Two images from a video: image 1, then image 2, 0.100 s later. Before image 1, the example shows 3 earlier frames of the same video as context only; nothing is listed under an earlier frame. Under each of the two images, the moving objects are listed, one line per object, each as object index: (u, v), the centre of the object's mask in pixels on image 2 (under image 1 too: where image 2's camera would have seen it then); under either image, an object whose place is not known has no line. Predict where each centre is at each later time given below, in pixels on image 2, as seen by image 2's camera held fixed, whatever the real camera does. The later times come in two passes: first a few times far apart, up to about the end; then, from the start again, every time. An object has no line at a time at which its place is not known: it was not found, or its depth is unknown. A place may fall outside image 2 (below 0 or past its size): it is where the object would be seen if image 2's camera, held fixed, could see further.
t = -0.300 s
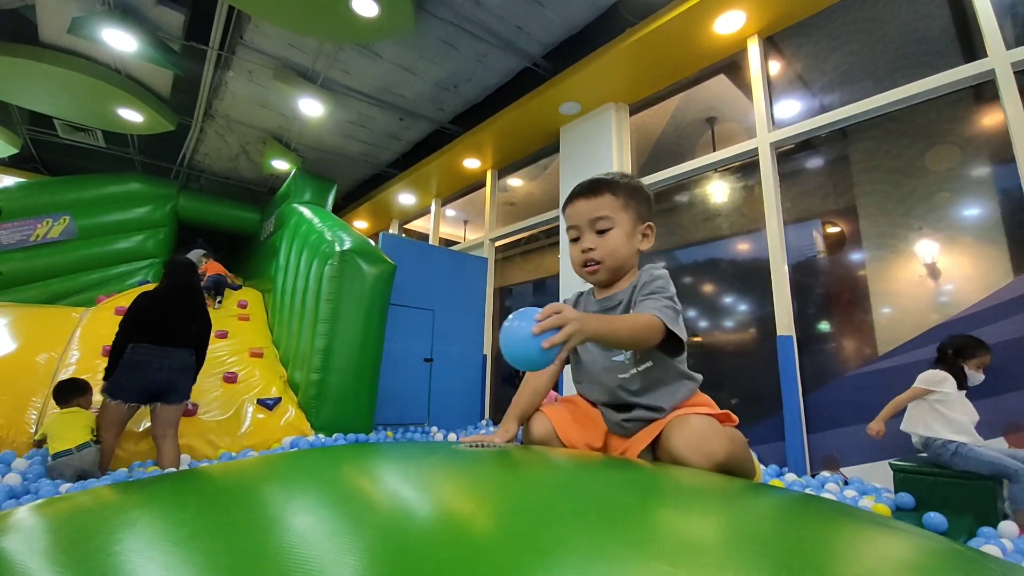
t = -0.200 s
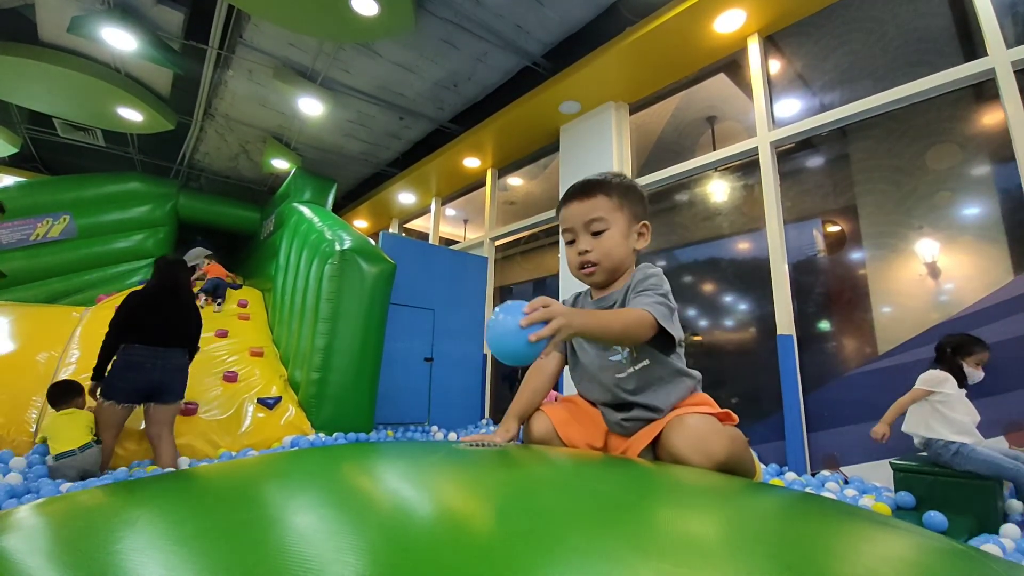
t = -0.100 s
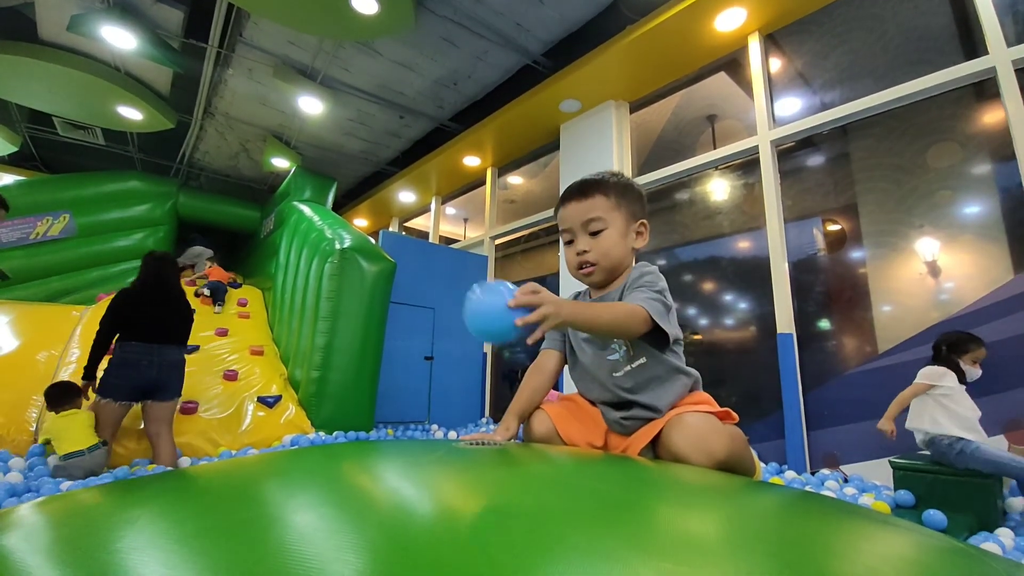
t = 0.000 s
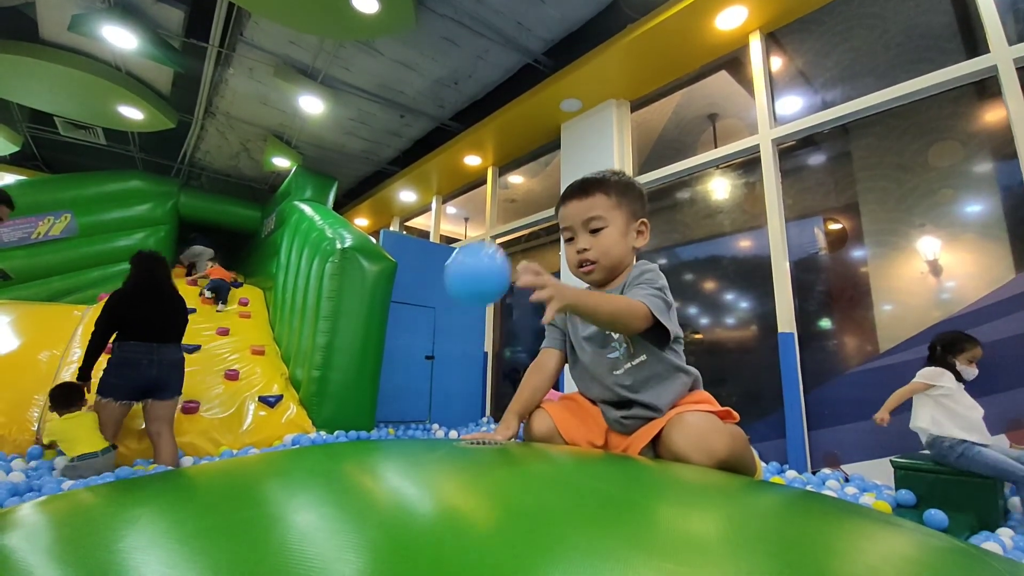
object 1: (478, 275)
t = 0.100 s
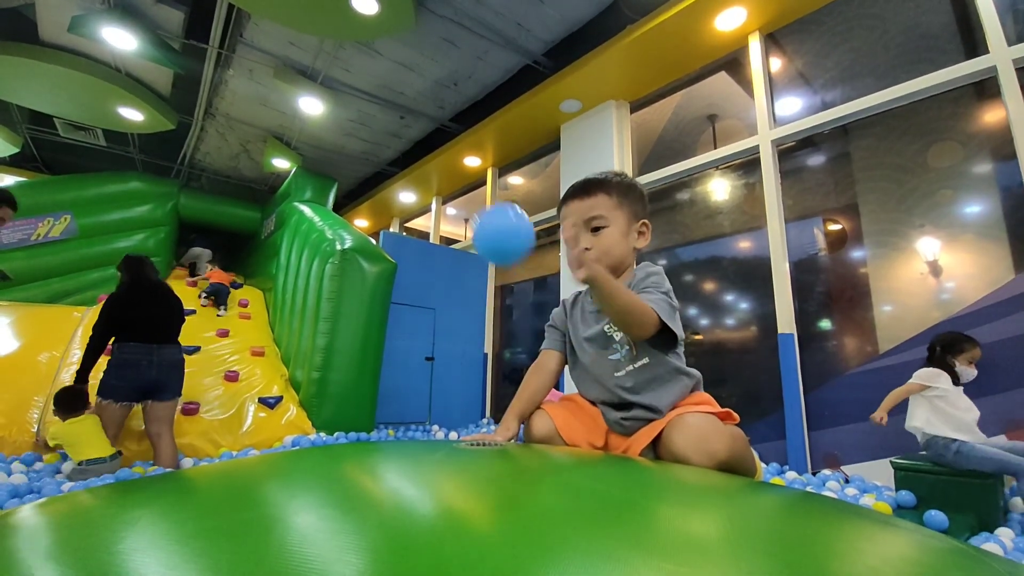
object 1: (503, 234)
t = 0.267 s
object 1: (497, 159)
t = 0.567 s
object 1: (505, 143)
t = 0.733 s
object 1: (481, 206)
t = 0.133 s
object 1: (489, 215)
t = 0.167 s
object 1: (476, 199)
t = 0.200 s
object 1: (474, 183)
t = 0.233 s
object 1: (483, 170)
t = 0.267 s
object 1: (497, 159)
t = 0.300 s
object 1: (507, 150)
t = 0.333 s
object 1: (507, 141)
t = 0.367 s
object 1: (499, 133)
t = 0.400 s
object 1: (487, 126)
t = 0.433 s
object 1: (477, 123)
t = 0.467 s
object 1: (476, 124)
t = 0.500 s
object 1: (483, 129)
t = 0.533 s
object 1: (495, 136)
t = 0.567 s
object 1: (505, 143)
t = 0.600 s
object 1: (505, 152)
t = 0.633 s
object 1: (494, 162)
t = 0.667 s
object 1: (481, 174)
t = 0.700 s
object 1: (475, 190)
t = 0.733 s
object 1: (481, 206)
